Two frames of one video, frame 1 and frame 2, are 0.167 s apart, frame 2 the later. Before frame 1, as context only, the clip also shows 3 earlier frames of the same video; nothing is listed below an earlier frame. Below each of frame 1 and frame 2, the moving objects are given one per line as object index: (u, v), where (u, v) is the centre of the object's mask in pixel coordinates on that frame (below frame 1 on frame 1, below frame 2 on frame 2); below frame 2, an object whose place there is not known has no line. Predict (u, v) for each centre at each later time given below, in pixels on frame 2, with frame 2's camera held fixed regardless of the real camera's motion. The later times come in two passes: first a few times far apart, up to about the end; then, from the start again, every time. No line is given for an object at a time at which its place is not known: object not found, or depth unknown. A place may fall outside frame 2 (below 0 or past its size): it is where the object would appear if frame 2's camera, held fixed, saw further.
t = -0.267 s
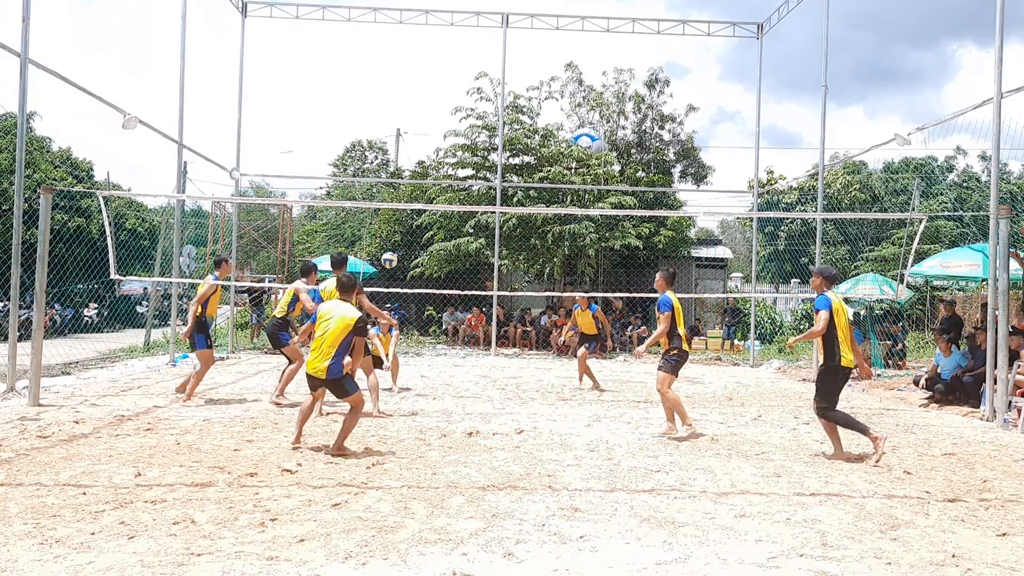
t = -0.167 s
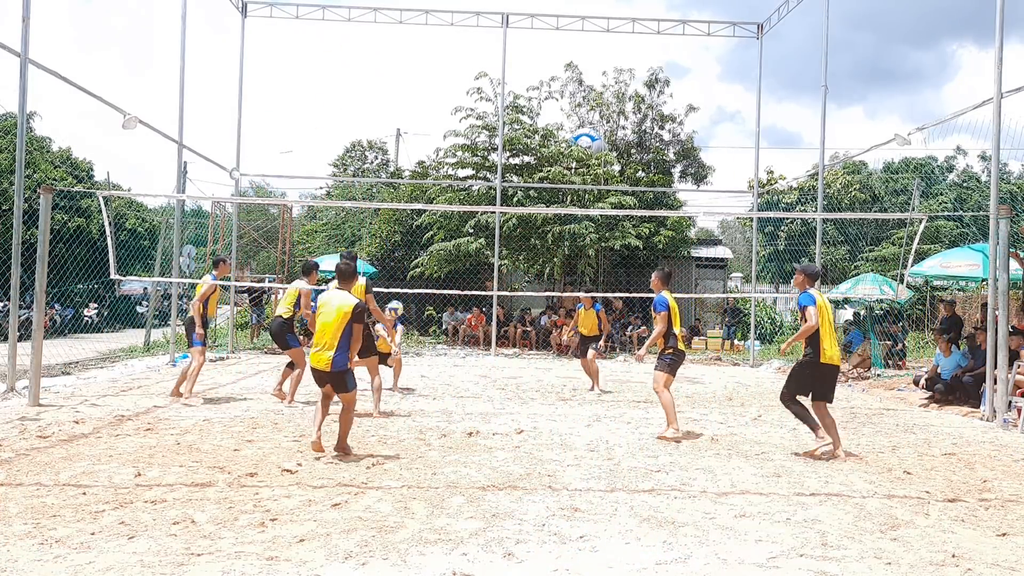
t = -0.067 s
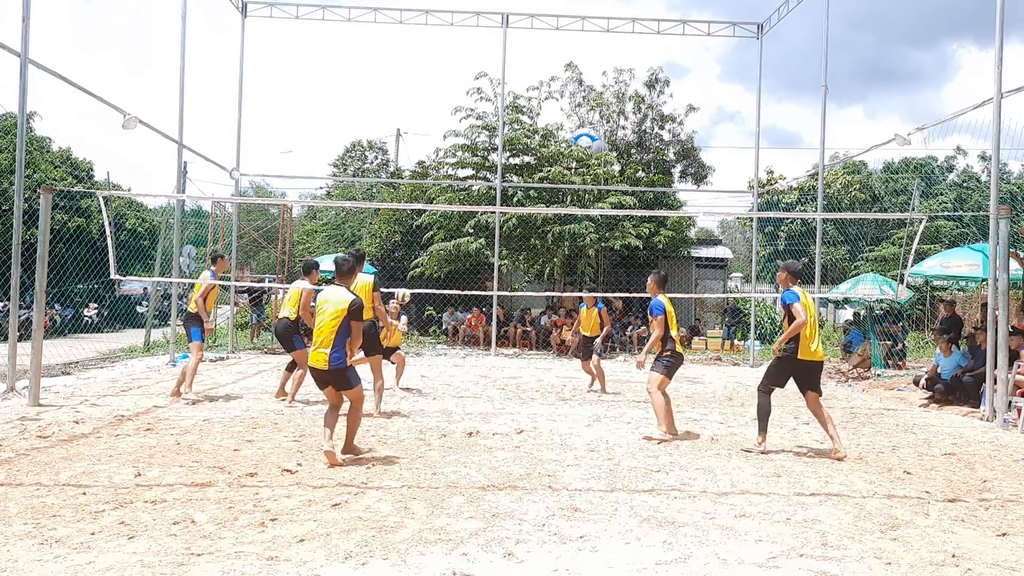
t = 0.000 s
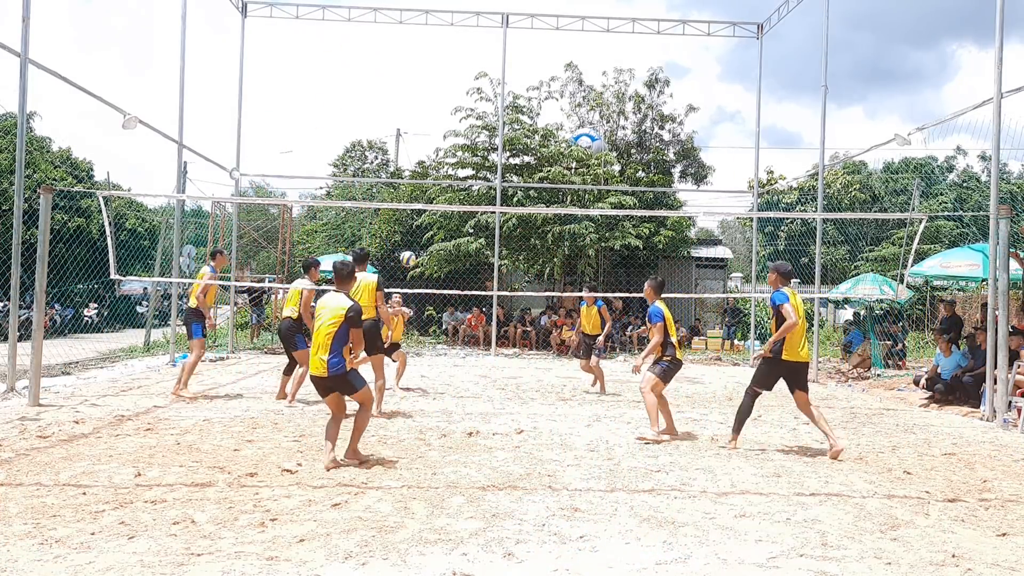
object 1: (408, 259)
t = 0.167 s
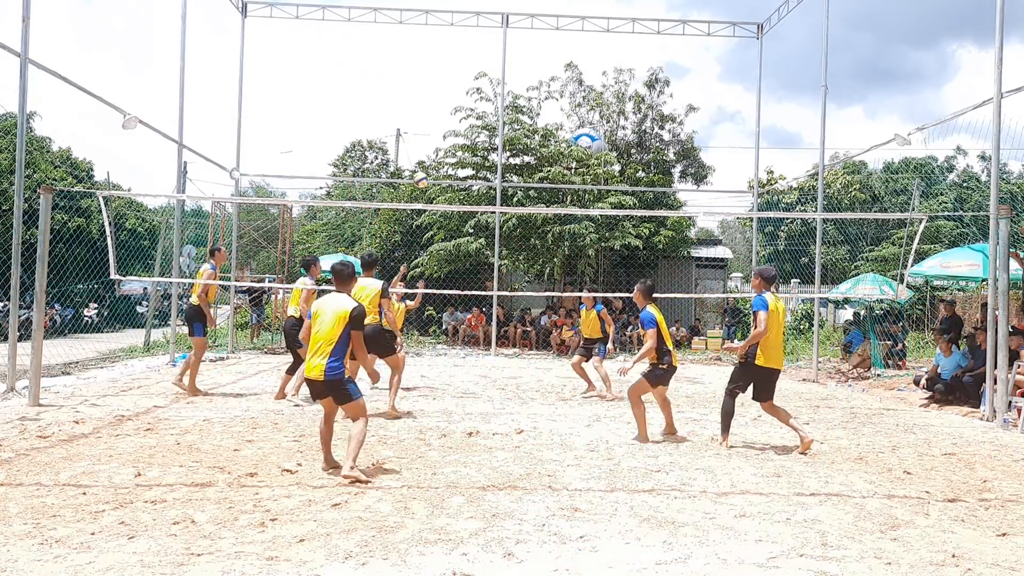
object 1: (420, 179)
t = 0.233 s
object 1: (425, 155)
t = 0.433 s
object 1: (437, 96)
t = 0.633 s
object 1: (448, 66)
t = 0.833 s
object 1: (458, 65)
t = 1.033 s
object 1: (467, 93)
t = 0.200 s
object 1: (423, 167)
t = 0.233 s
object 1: (425, 155)
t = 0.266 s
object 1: (427, 142)
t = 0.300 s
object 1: (429, 131)
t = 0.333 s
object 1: (431, 121)
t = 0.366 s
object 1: (433, 112)
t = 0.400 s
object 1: (436, 104)
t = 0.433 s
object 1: (437, 96)
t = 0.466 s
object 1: (439, 89)
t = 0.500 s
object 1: (441, 82)
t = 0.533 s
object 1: (443, 78)
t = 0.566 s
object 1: (445, 73)
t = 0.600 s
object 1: (446, 69)
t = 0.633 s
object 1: (448, 66)
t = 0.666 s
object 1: (450, 64)
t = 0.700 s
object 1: (452, 63)
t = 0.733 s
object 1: (453, 62)
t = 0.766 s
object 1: (455, 62)
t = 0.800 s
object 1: (457, 63)
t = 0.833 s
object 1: (458, 65)
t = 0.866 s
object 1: (460, 68)
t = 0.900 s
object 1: (461, 72)
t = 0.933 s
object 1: (462, 75)
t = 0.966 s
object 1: (464, 81)
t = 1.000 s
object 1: (466, 87)
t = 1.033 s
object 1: (467, 93)
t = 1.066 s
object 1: (469, 101)
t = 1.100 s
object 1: (470, 109)
